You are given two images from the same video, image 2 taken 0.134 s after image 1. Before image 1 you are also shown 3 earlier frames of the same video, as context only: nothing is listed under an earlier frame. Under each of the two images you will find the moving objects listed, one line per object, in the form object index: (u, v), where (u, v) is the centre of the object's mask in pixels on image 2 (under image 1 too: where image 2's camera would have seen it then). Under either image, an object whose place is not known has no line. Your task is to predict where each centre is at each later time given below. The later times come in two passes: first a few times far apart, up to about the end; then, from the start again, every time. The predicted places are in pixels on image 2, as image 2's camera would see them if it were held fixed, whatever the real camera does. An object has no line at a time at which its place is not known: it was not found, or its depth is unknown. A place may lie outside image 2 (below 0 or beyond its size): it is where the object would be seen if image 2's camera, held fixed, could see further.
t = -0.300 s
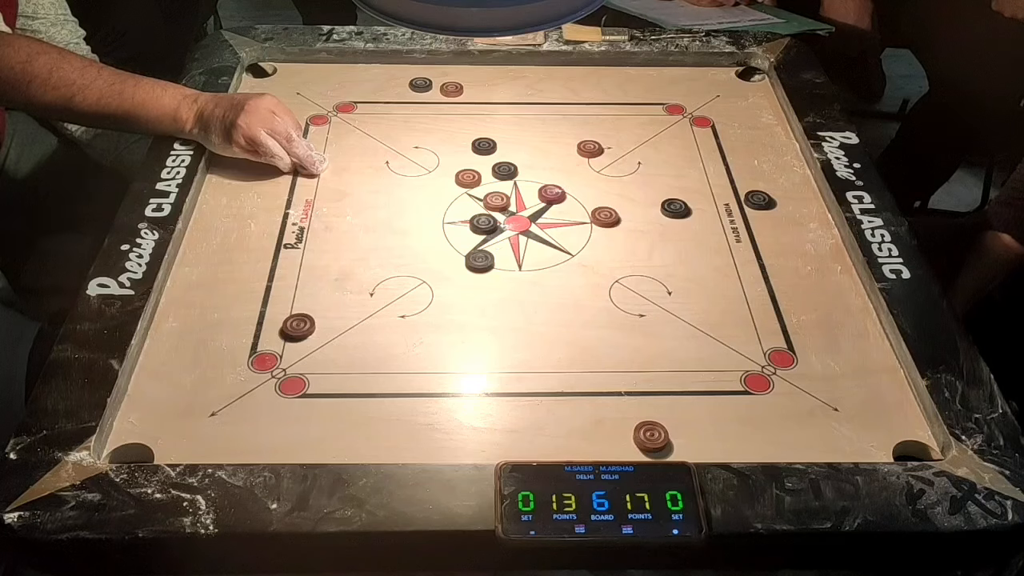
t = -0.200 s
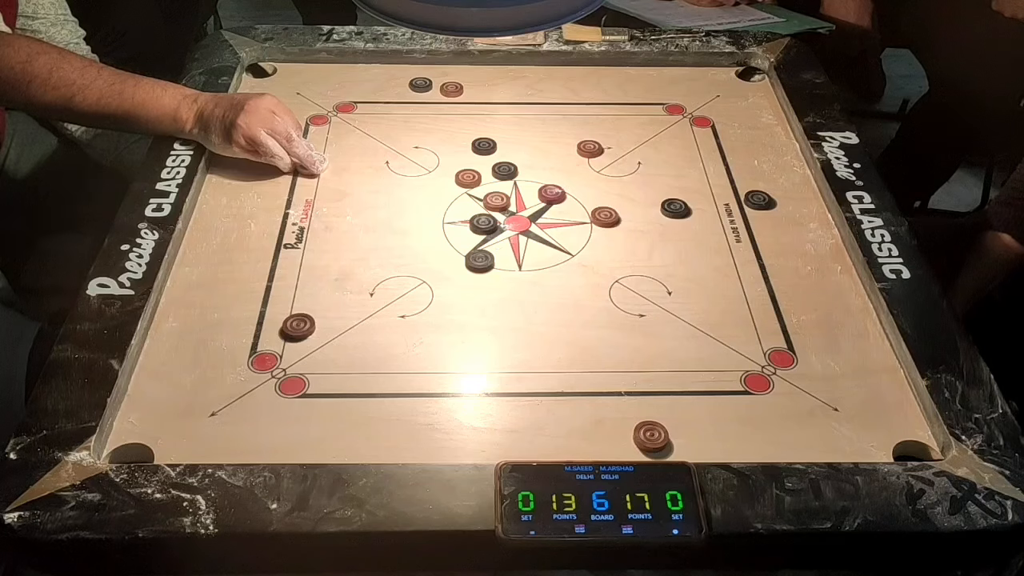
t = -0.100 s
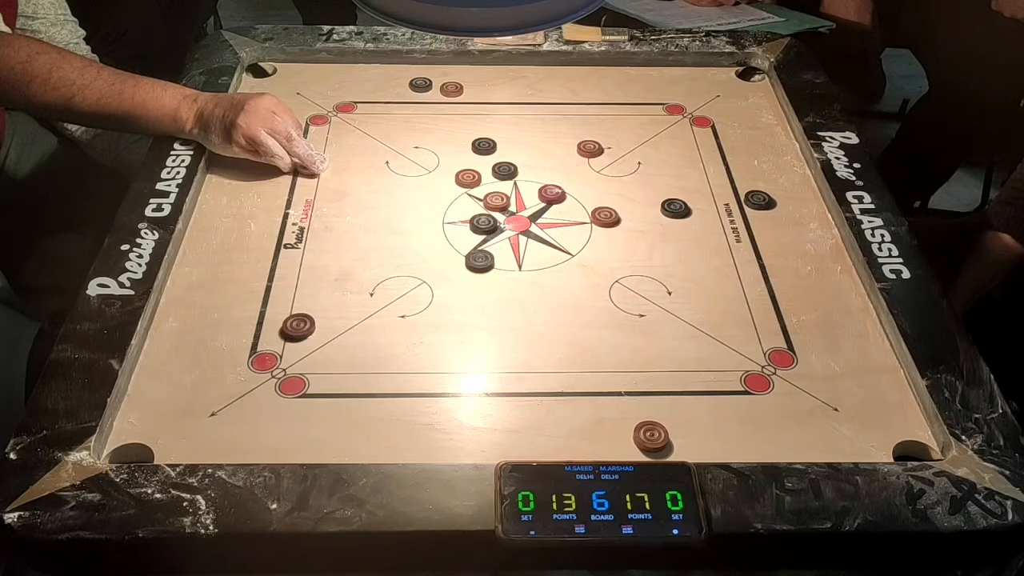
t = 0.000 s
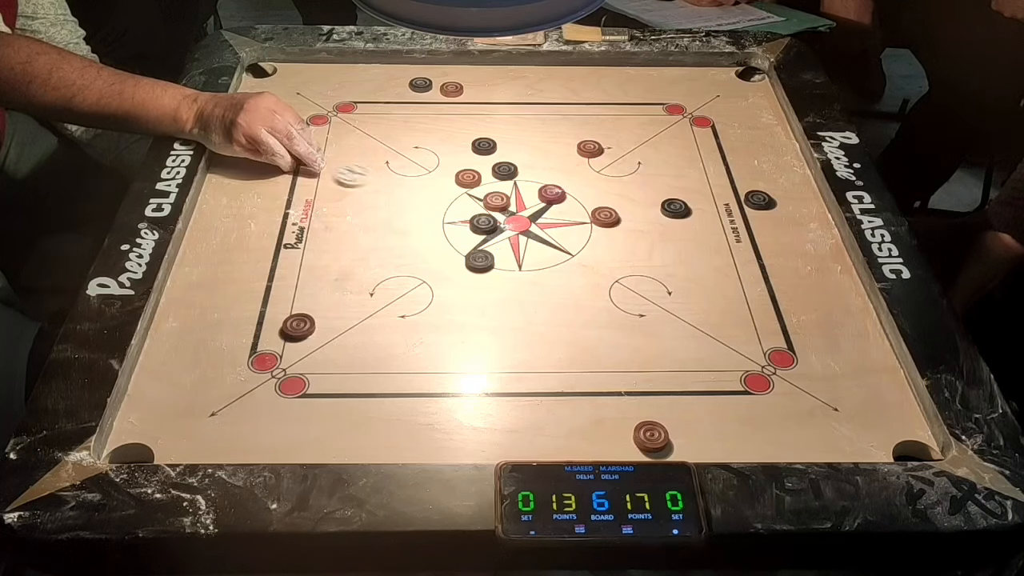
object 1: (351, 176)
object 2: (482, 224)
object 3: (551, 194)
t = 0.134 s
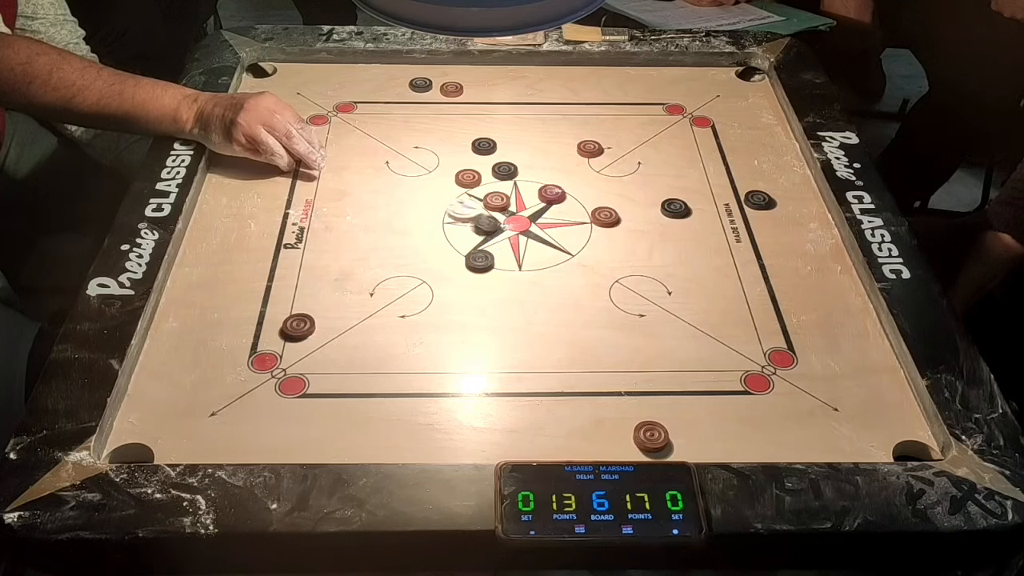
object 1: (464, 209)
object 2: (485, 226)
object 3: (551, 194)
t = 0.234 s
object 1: (492, 216)
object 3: (564, 192)
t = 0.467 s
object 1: (519, 224)
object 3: (617, 184)
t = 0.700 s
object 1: (519, 224)
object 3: (623, 183)
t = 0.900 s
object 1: (519, 225)
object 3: (623, 183)
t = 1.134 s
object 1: (519, 224)
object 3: (623, 183)
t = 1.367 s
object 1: (519, 224)
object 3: (623, 183)
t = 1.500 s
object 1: (519, 224)
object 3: (623, 183)
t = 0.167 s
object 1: (476, 211)
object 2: (512, 242)
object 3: (551, 194)
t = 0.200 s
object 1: (484, 214)
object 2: (539, 258)
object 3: (552, 194)
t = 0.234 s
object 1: (492, 216)
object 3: (564, 192)
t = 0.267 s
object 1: (499, 219)
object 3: (575, 190)
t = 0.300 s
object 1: (504, 220)
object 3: (585, 189)
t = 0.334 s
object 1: (509, 222)
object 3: (593, 187)
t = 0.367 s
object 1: (513, 223)
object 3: (601, 186)
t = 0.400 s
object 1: (516, 224)
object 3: (607, 185)
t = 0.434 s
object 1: (518, 224)
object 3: (613, 185)
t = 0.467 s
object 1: (519, 224)
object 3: (617, 184)
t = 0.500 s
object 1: (519, 224)
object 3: (620, 184)
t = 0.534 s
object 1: (519, 224)
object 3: (622, 183)
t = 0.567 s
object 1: (519, 224)
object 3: (623, 183)
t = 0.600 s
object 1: (519, 224)
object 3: (623, 183)
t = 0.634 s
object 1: (519, 224)
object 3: (623, 183)
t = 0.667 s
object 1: (519, 224)
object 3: (623, 183)
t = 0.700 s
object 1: (519, 224)
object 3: (623, 183)
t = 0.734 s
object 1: (519, 224)
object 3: (623, 183)
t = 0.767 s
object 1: (519, 224)
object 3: (623, 183)
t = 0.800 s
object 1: (519, 225)
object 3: (623, 183)
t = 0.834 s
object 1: (519, 225)
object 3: (623, 183)
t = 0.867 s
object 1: (519, 224)
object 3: (623, 183)
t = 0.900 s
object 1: (519, 225)
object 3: (623, 183)
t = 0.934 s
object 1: (519, 225)
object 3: (623, 183)
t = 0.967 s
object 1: (519, 225)
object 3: (623, 183)
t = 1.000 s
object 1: (519, 224)
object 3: (623, 183)
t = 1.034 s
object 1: (519, 224)
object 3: (623, 183)
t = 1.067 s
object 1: (519, 224)
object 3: (623, 183)
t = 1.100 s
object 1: (519, 224)
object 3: (623, 183)
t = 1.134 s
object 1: (519, 224)
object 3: (623, 183)
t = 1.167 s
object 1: (519, 224)
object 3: (623, 183)
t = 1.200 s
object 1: (519, 224)
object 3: (623, 183)
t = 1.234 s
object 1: (519, 224)
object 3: (623, 183)
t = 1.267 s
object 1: (519, 224)
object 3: (623, 183)
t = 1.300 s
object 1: (519, 224)
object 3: (623, 183)
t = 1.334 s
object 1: (519, 224)
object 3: (623, 183)
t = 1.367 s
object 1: (519, 224)
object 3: (623, 183)
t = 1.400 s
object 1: (519, 224)
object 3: (623, 183)
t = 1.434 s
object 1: (519, 224)
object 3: (623, 183)
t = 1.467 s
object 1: (519, 224)
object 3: (623, 183)
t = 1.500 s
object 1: (519, 224)
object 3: (623, 183)
